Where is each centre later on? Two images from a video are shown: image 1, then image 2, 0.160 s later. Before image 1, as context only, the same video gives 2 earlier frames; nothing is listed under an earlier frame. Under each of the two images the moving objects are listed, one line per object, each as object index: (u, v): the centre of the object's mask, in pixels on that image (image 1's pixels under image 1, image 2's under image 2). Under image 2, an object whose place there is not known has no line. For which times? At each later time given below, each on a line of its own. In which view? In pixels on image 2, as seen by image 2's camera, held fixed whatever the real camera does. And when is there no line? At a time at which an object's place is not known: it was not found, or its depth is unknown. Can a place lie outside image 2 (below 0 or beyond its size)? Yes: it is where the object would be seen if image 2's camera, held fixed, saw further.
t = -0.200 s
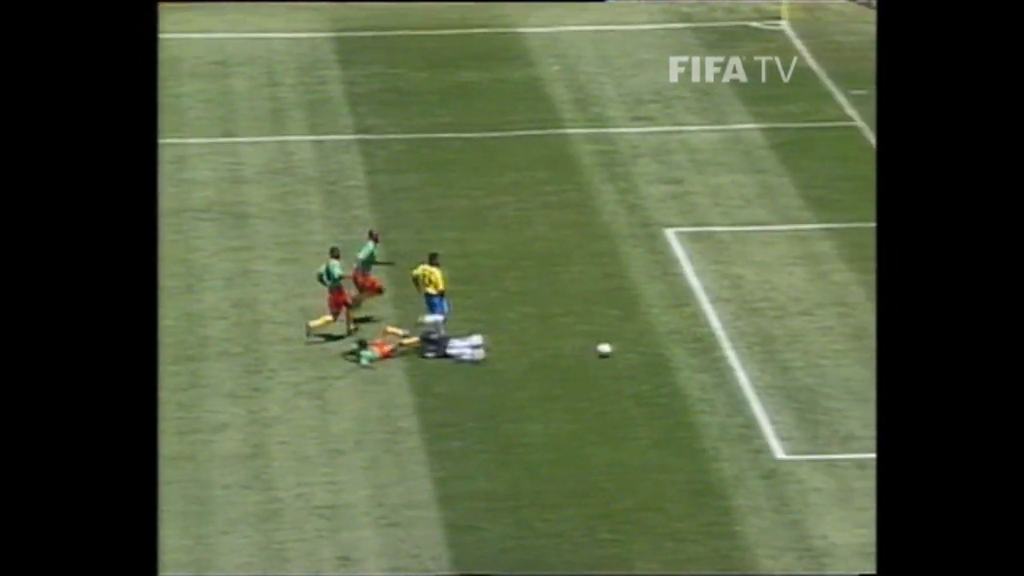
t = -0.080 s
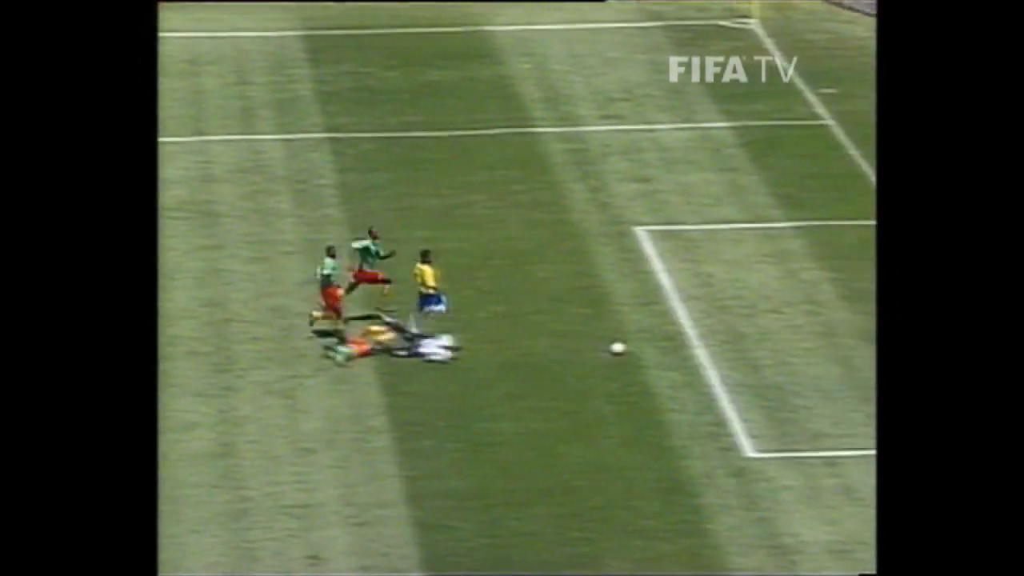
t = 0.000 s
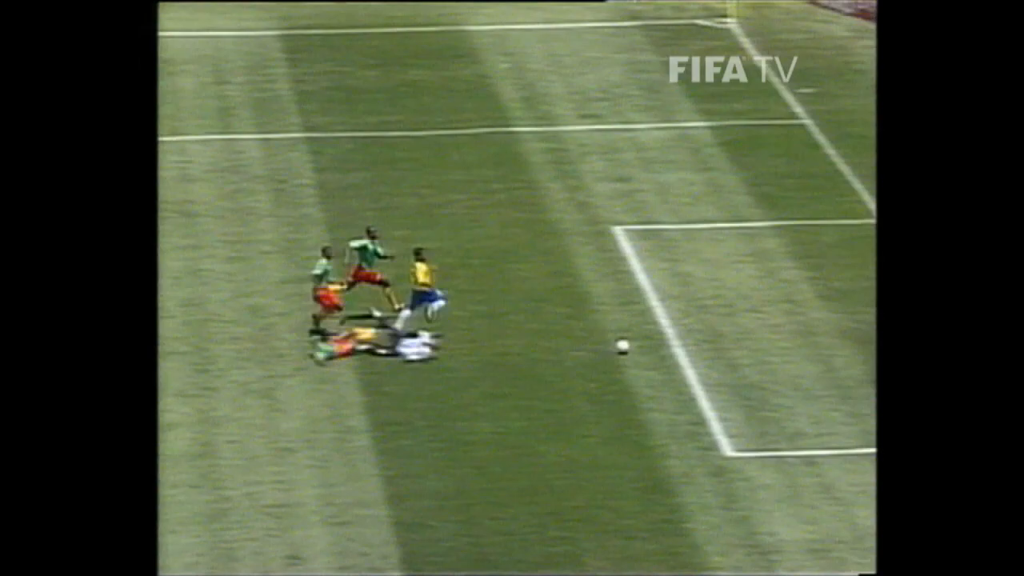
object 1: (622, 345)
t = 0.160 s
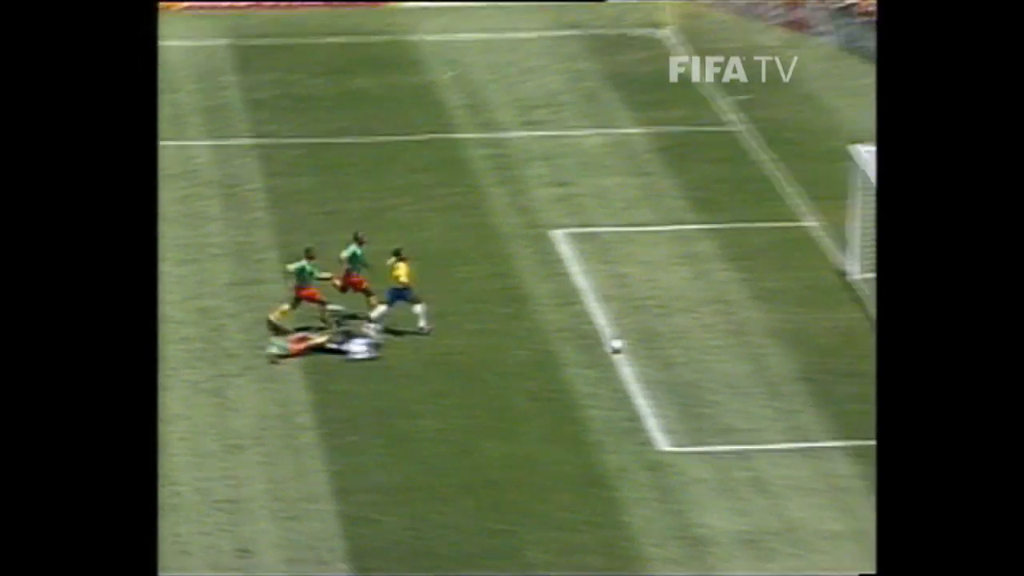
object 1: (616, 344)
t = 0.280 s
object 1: (654, 343)
